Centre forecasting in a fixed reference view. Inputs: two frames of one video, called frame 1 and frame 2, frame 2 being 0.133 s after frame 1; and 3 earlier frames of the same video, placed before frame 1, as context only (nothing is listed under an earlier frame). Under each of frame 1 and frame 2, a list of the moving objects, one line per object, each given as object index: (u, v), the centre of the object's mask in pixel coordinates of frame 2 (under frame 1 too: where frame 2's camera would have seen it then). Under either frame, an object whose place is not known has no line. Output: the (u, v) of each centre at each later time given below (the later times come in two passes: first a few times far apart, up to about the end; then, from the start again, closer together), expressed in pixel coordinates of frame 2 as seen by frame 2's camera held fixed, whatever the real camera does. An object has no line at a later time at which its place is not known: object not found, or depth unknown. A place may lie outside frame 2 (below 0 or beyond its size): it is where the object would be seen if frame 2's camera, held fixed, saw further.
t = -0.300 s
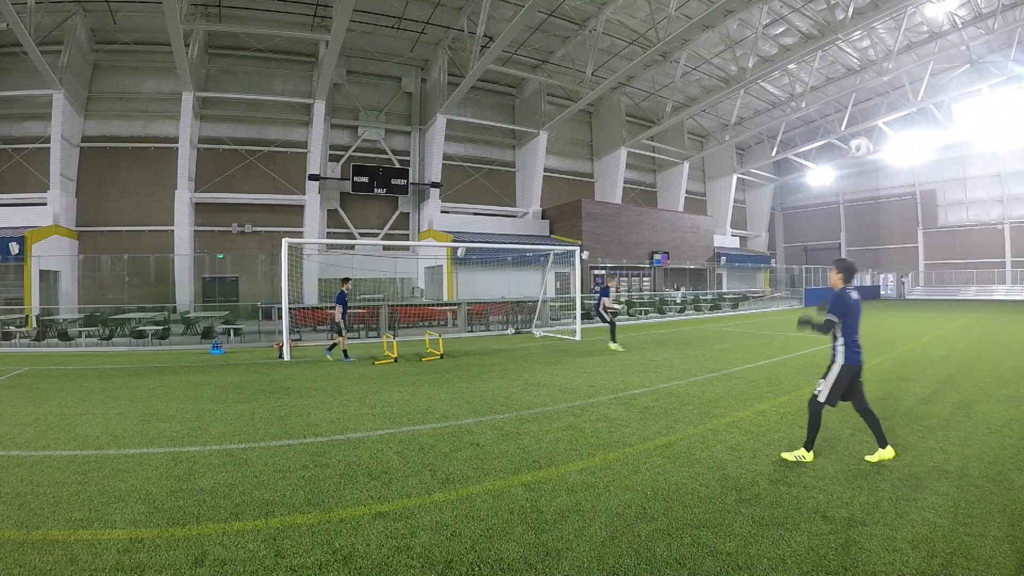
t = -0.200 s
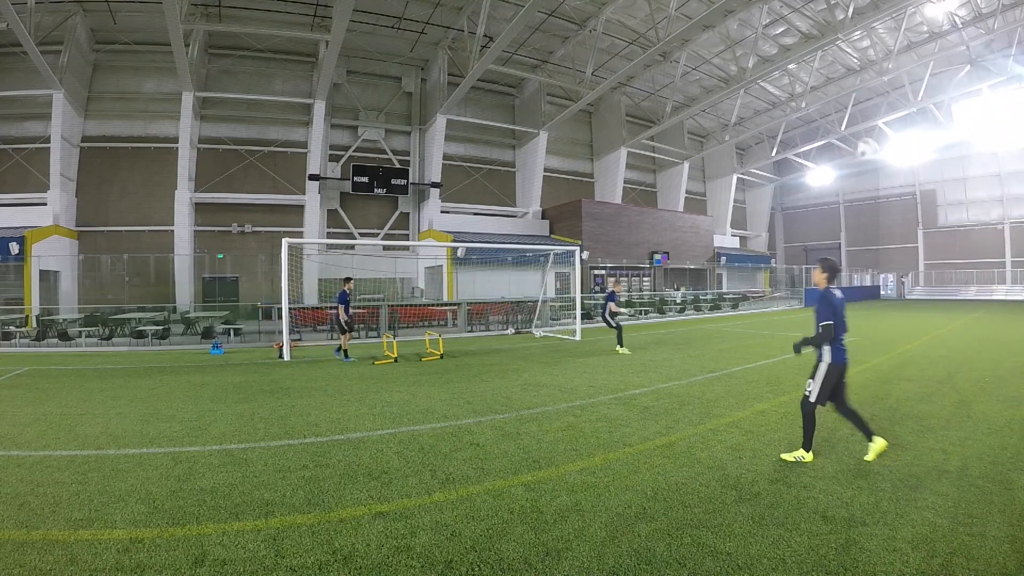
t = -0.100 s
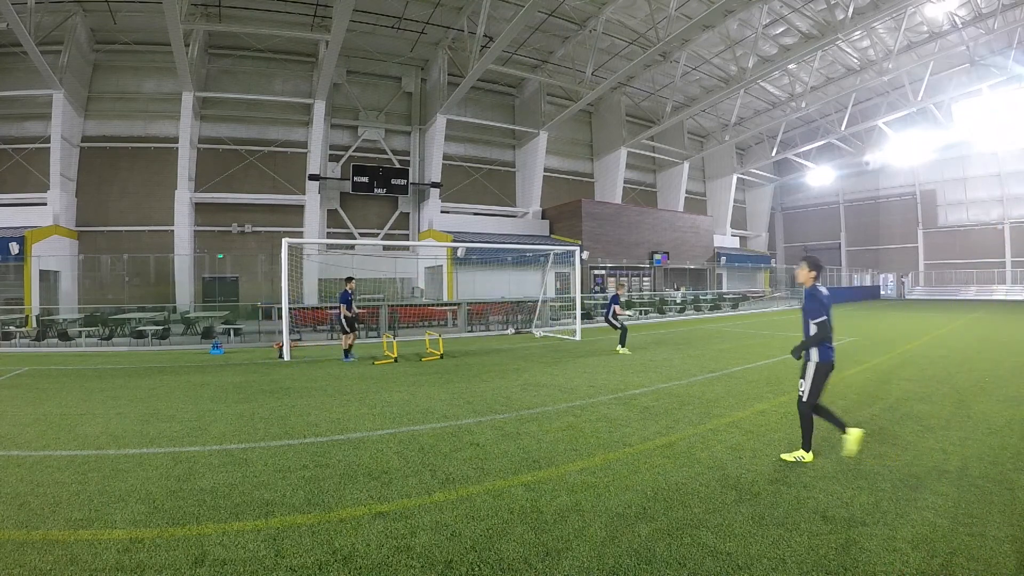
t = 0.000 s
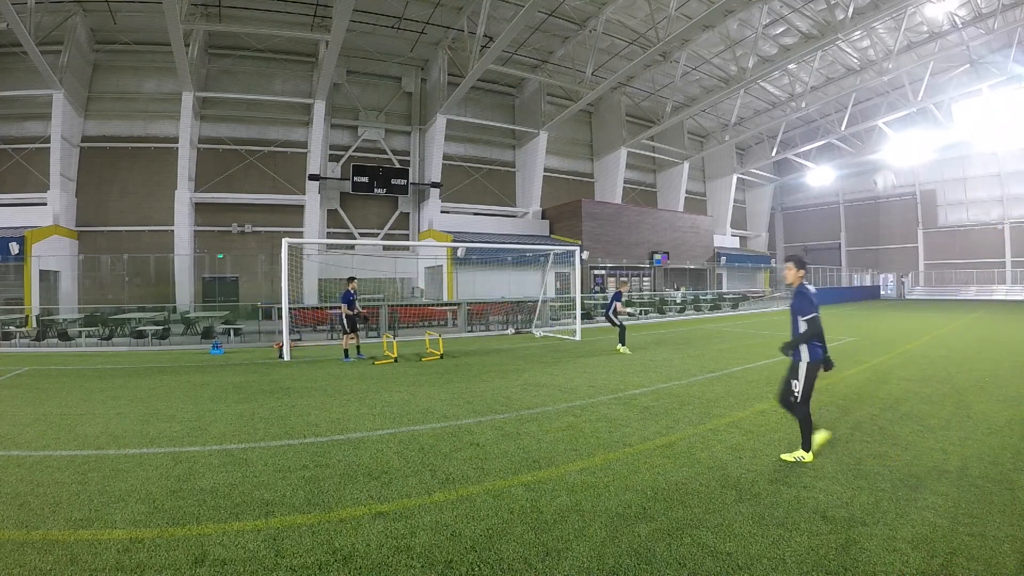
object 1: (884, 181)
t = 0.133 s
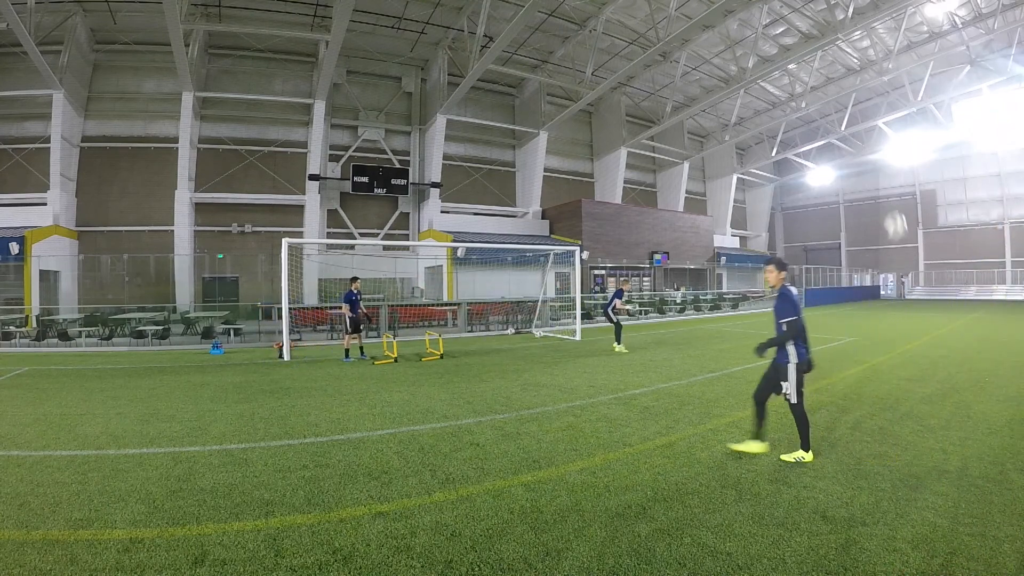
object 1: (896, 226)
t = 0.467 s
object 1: (910, 413)
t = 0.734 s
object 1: (955, 340)
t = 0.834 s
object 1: (972, 319)
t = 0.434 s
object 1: (911, 391)
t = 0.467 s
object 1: (910, 413)
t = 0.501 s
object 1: (912, 424)
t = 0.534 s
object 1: (918, 410)
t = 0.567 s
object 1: (925, 396)
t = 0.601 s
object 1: (931, 383)
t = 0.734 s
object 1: (955, 340)
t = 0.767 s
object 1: (961, 333)
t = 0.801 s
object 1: (967, 325)
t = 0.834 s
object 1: (972, 319)
